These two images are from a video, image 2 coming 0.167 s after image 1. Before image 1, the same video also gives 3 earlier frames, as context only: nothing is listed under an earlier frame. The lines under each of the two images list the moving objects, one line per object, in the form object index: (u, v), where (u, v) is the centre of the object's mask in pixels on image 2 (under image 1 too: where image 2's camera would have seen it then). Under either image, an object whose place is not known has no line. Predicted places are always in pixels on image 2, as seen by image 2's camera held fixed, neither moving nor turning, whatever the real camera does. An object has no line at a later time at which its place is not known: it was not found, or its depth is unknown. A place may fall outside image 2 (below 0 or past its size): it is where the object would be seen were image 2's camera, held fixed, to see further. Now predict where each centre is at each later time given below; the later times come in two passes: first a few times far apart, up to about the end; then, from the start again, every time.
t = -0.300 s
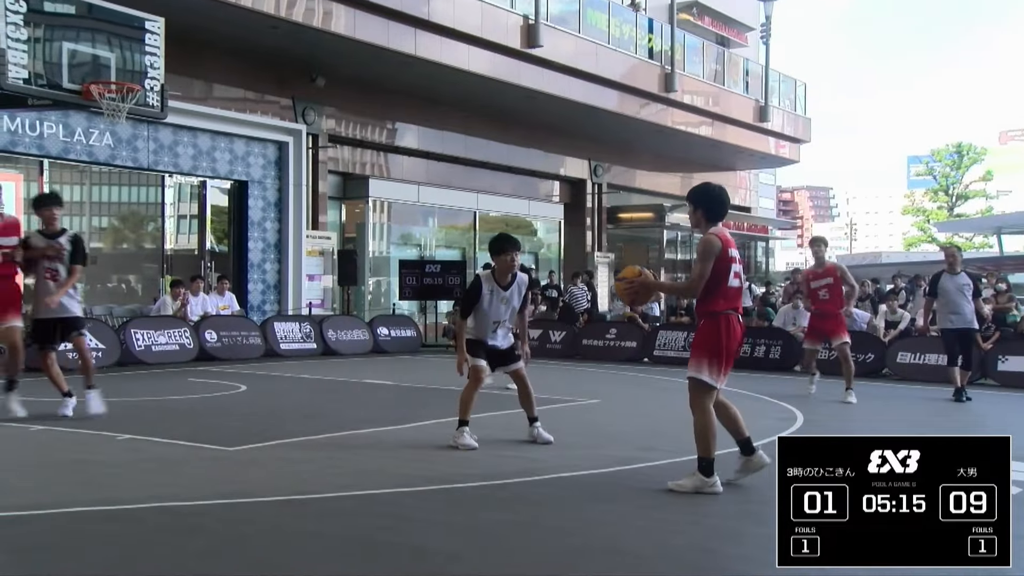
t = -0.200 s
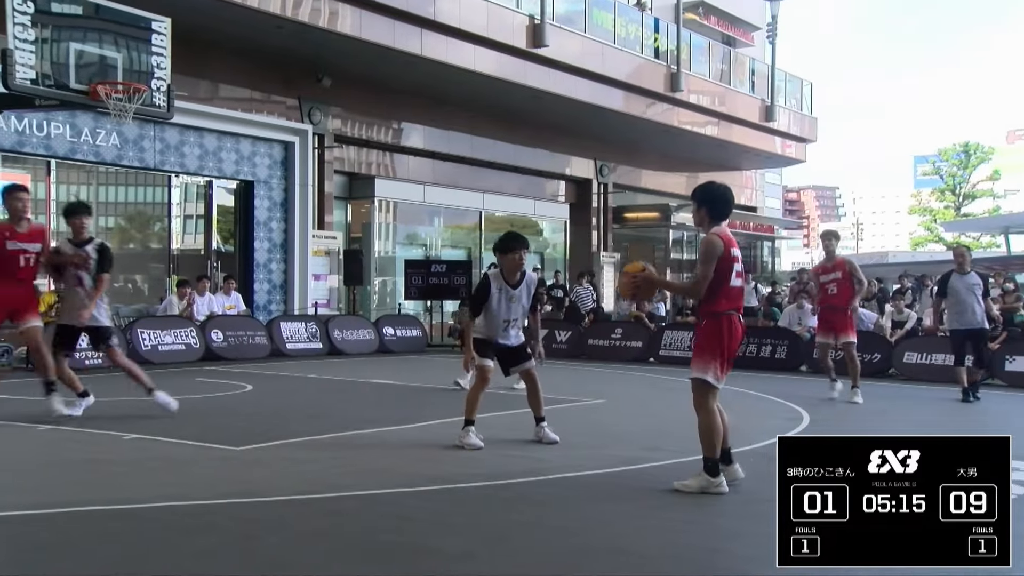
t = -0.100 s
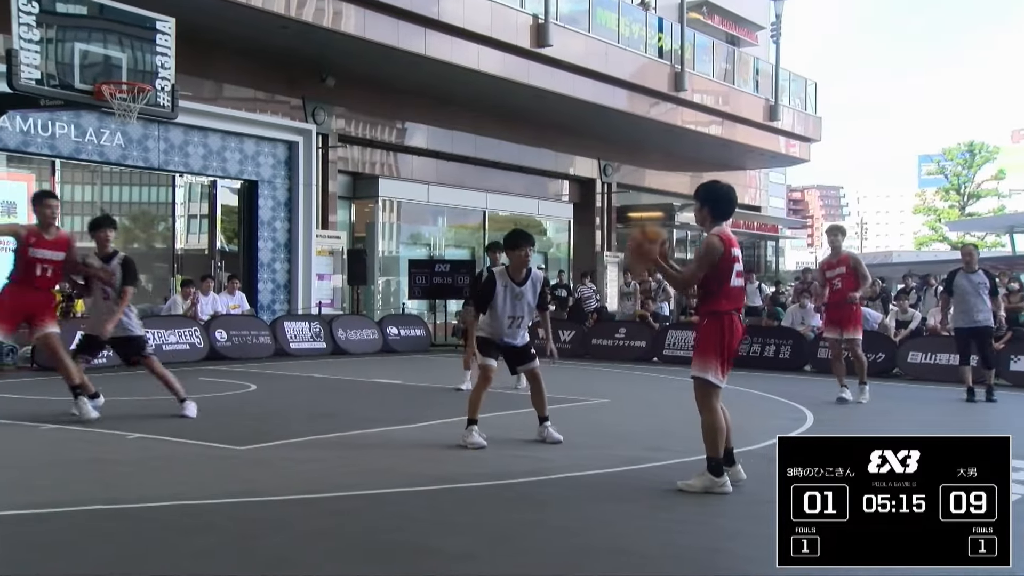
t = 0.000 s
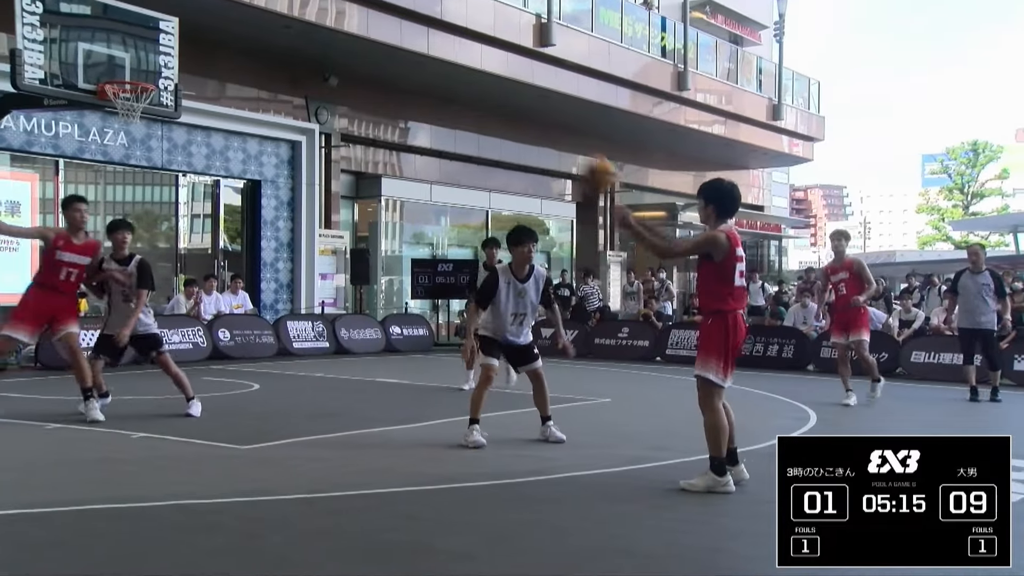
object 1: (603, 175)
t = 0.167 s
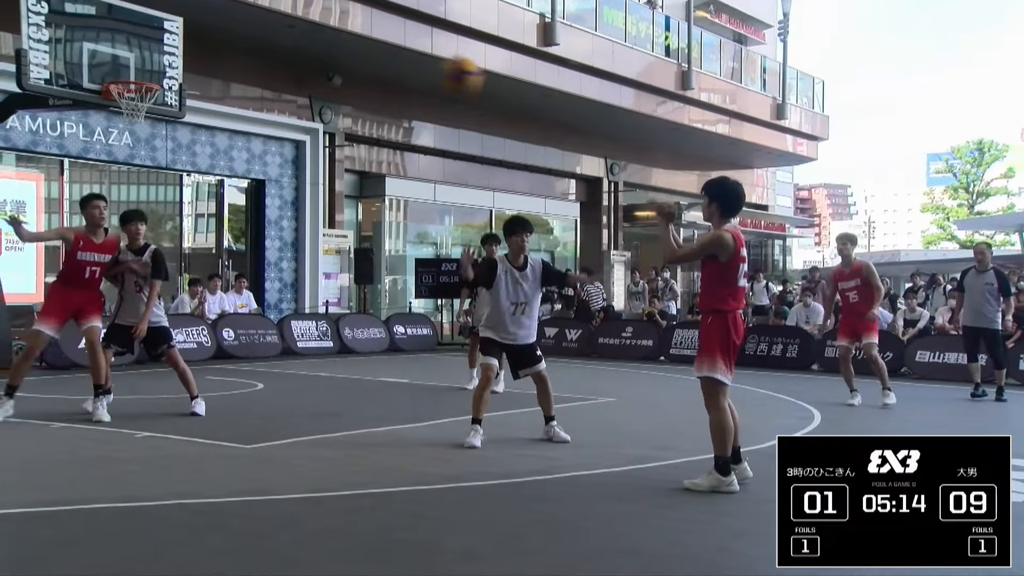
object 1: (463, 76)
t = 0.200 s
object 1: (437, 59)
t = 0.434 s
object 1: (261, 12)
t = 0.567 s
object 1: (169, 17)
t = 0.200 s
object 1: (437, 59)
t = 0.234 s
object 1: (409, 49)
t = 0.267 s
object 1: (383, 37)
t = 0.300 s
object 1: (357, 27)
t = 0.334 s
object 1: (332, 21)
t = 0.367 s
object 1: (308, 16)
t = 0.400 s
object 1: (284, 13)
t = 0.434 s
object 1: (261, 12)
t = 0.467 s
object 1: (236, 10)
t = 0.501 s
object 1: (213, 11)
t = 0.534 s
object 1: (191, 13)
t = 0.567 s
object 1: (169, 17)
